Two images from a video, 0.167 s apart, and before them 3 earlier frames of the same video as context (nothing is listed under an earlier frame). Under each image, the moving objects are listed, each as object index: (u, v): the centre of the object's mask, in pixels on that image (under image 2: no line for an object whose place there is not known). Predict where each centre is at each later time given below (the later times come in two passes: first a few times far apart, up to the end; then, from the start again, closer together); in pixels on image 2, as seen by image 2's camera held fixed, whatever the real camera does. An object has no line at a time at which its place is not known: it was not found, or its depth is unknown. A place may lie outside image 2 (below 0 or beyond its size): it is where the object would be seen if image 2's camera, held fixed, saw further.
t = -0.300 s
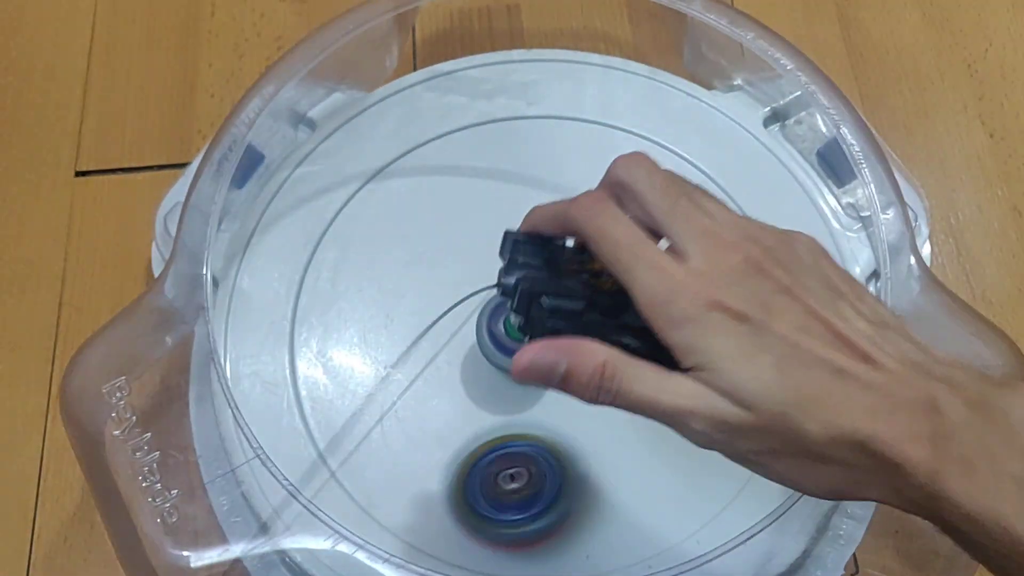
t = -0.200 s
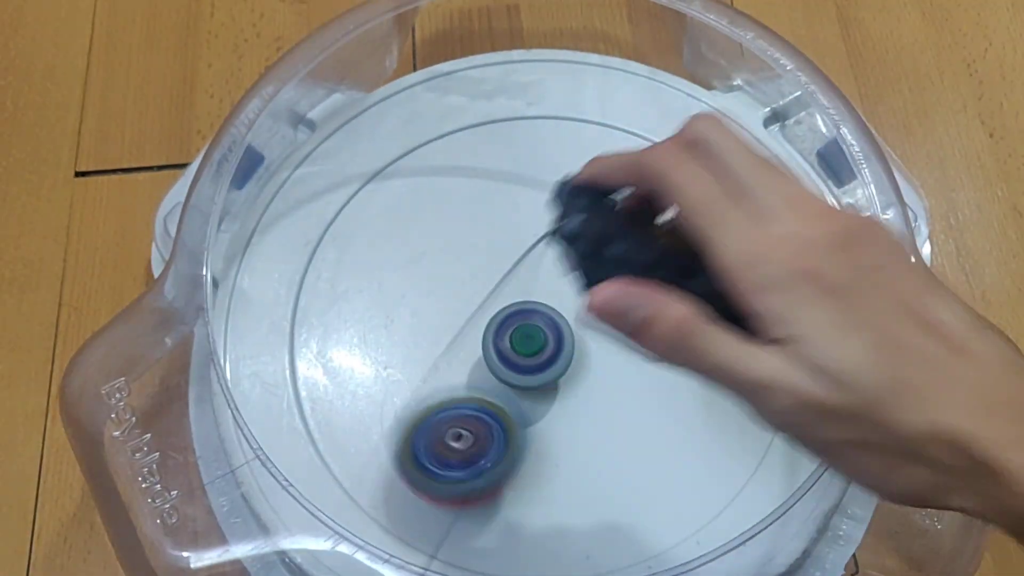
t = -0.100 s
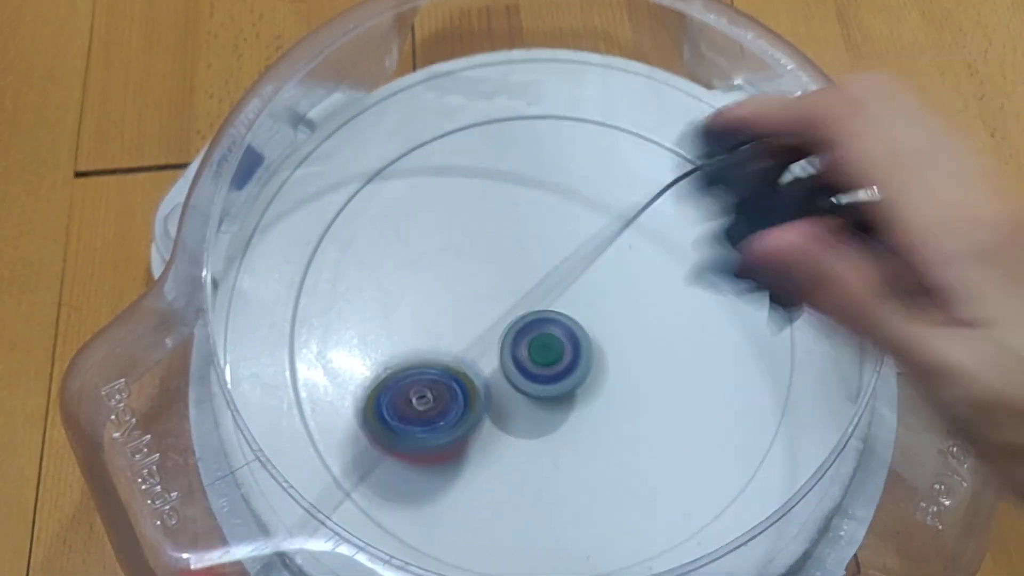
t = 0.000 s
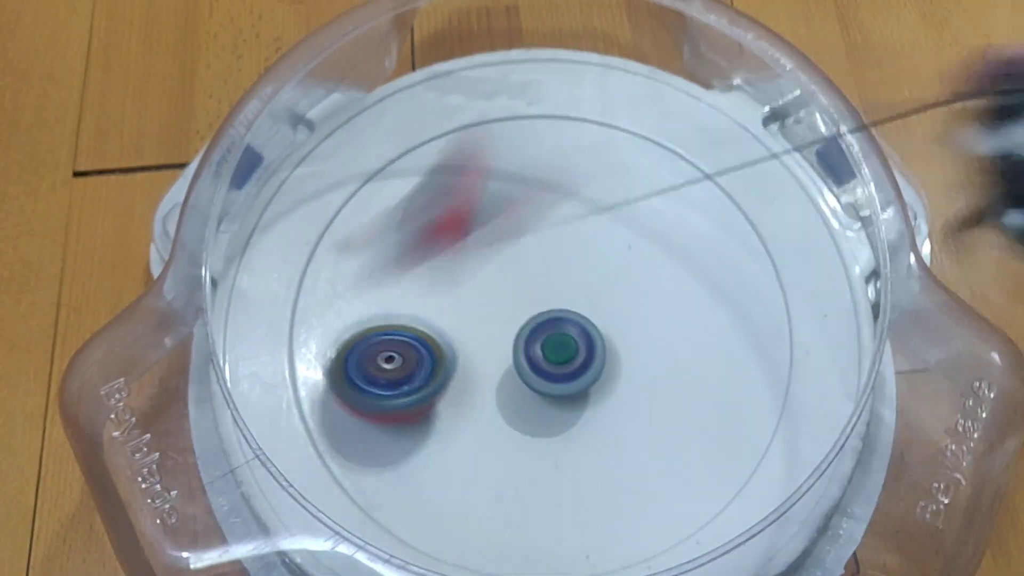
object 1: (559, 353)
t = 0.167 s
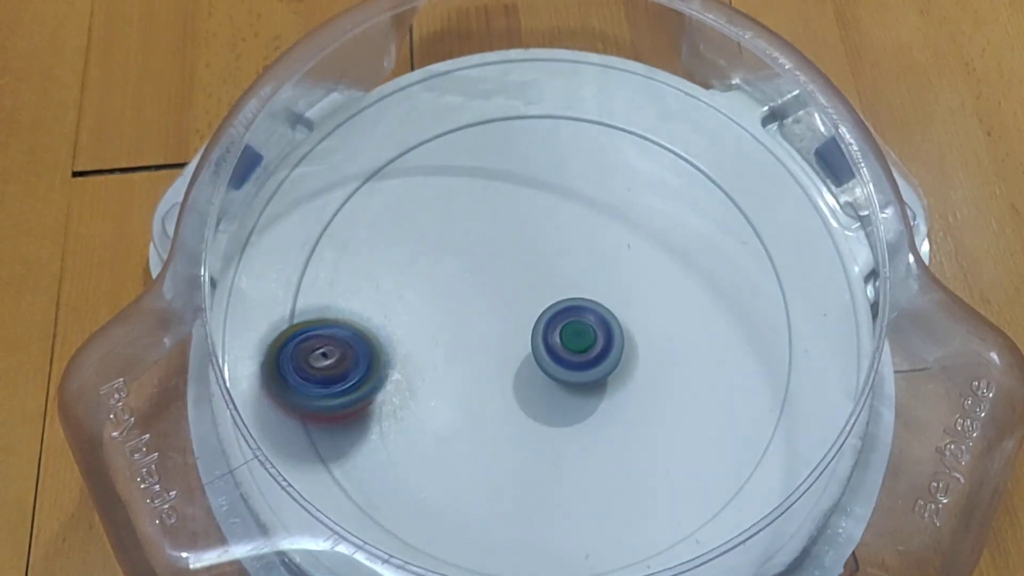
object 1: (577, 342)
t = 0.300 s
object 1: (580, 328)
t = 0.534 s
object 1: (546, 306)
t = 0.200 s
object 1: (579, 340)
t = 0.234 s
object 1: (580, 337)
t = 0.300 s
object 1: (580, 328)
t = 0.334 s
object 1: (576, 325)
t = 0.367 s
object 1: (571, 322)
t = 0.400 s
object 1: (566, 319)
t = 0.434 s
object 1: (561, 317)
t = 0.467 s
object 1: (556, 314)
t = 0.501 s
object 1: (550, 310)
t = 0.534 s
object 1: (546, 306)
